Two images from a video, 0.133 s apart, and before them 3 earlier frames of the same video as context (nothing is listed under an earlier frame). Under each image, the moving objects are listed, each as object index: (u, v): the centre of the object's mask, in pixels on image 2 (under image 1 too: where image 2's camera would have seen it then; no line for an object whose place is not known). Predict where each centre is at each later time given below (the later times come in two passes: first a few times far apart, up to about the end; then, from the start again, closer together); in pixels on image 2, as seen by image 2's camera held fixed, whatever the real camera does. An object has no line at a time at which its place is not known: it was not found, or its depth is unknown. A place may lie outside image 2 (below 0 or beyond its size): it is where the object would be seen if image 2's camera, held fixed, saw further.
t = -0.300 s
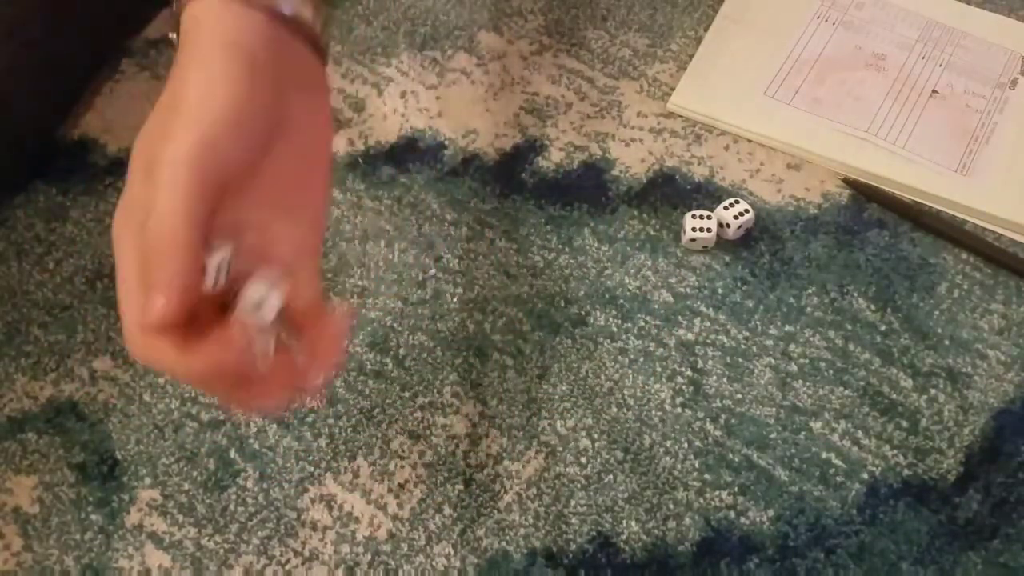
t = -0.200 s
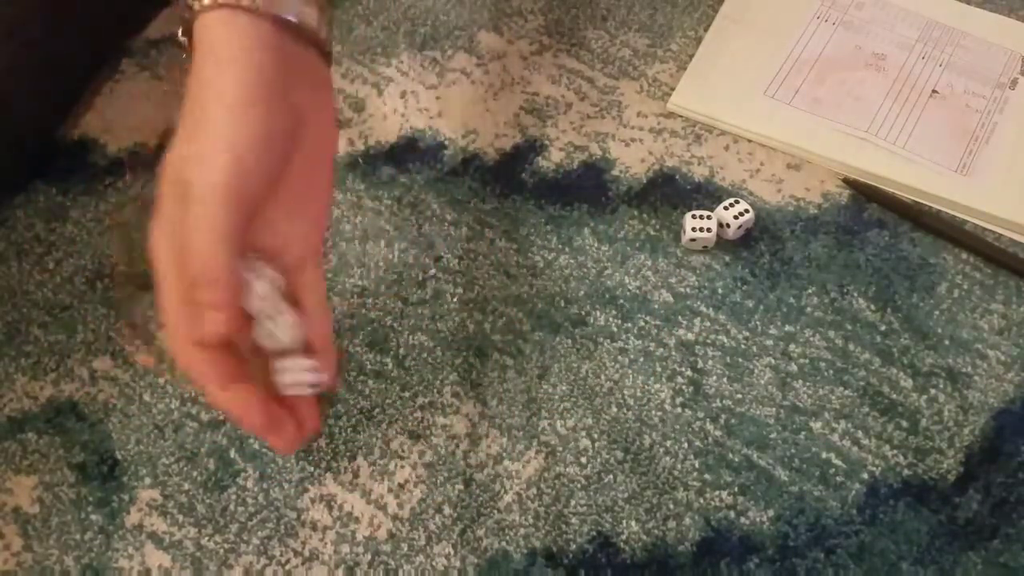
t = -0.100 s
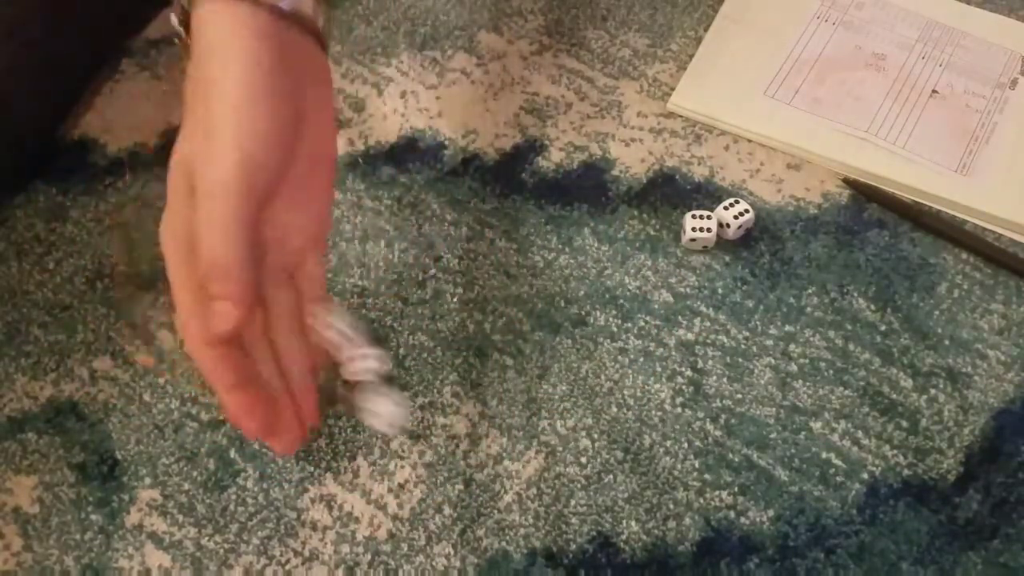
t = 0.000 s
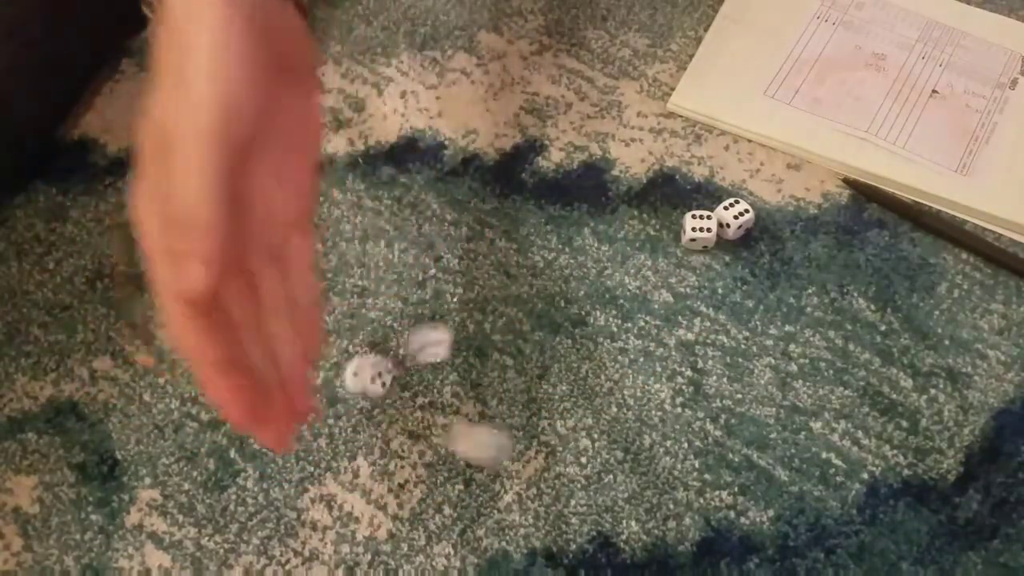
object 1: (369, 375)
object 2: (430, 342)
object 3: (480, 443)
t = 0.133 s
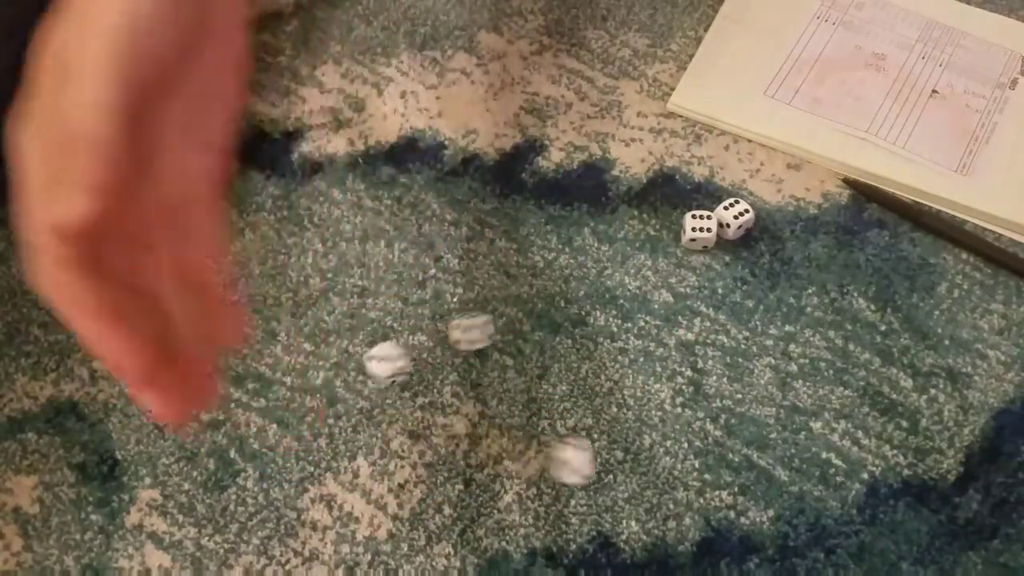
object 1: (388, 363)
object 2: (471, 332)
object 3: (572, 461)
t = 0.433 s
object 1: (401, 356)
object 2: (488, 317)
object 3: (596, 476)
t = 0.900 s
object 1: (401, 356)
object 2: (488, 317)
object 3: (596, 476)
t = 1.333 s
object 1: (401, 356)
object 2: (488, 317)
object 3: (596, 476)
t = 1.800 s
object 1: (401, 356)
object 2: (488, 317)
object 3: (596, 476)
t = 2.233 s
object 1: (401, 356)
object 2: (488, 317)
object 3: (596, 476)
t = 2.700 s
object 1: (401, 356)
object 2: (488, 317)
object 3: (596, 476)
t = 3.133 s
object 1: (401, 356)
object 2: (488, 316)
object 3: (596, 476)
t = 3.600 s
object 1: (401, 356)
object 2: (488, 317)
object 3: (596, 476)
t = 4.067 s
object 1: (401, 356)
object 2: (488, 317)
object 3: (596, 476)
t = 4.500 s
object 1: (401, 356)
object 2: (488, 317)
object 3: (596, 476)
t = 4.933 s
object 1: (401, 356)
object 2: (488, 317)
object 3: (596, 476)
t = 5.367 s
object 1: (401, 356)
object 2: (488, 317)
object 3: (596, 476)
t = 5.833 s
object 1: (401, 356)
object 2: (488, 316)
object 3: (596, 476)
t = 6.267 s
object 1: (401, 356)
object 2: (488, 316)
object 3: (596, 476)
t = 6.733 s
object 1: (401, 356)
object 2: (488, 316)
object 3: (596, 476)
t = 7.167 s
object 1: (401, 356)
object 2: (488, 316)
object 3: (596, 476)
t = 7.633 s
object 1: (401, 355)
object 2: (488, 316)
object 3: (596, 476)
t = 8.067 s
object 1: (401, 356)
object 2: (488, 317)
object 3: (596, 476)
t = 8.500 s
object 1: (401, 355)
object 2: (488, 317)
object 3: (596, 476)
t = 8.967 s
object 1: (401, 356)
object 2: (488, 317)
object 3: (596, 476)
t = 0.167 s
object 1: (396, 358)
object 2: (477, 330)
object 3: (587, 464)
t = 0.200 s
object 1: (400, 355)
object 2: (484, 328)
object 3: (595, 469)
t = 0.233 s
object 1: (401, 356)
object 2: (490, 322)
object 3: (603, 480)
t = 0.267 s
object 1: (401, 356)
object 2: (490, 318)
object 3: (602, 481)
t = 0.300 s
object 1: (401, 356)
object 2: (488, 316)
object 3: (599, 478)
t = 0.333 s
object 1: (401, 356)
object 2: (488, 317)
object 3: (595, 475)
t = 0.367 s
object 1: (401, 356)
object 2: (488, 317)
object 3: (596, 476)
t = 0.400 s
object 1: (401, 356)
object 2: (488, 317)
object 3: (596, 476)
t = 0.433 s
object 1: (401, 356)
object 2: (488, 317)
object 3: (596, 476)
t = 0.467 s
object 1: (401, 356)
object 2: (488, 317)
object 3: (596, 476)
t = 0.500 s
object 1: (401, 356)
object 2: (488, 317)
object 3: (596, 476)
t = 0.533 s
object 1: (401, 356)
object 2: (488, 317)
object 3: (596, 476)
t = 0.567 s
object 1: (401, 356)
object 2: (488, 317)
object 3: (596, 476)
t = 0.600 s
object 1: (401, 356)
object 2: (488, 317)
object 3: (596, 476)
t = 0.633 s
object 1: (401, 356)
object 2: (488, 317)
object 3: (596, 476)
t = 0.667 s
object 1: (401, 356)
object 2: (488, 317)
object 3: (596, 476)
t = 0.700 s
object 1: (401, 356)
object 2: (488, 317)
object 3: (596, 476)
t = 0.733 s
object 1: (401, 356)
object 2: (488, 317)
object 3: (596, 476)
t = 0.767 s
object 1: (401, 356)
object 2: (488, 317)
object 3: (596, 476)
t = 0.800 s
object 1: (401, 356)
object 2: (488, 317)
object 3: (596, 476)
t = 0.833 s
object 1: (401, 356)
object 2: (488, 317)
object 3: (596, 476)
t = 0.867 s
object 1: (401, 356)
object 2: (488, 317)
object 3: (596, 476)
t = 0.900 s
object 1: (401, 356)
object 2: (488, 317)
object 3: (596, 476)
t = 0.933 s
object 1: (401, 356)
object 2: (488, 317)
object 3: (596, 476)
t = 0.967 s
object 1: (401, 356)
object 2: (488, 317)
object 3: (596, 476)
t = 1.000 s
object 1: (401, 356)
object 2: (488, 317)
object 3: (596, 476)
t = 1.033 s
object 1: (401, 356)
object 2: (488, 317)
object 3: (596, 476)
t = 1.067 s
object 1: (401, 356)
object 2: (488, 317)
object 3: (596, 476)
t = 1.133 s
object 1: (401, 356)
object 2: (488, 317)
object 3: (596, 476)
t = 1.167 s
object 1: (401, 356)
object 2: (488, 317)
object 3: (596, 476)
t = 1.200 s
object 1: (401, 356)
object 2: (488, 317)
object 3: (596, 476)
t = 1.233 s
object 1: (401, 356)
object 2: (488, 317)
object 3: (596, 476)
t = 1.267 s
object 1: (401, 356)
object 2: (488, 317)
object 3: (596, 476)
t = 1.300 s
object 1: (401, 356)
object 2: (488, 317)
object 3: (596, 476)
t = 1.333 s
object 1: (401, 356)
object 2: (488, 317)
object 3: (596, 476)
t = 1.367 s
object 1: (401, 356)
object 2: (488, 317)
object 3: (596, 476)
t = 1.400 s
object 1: (401, 356)
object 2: (488, 317)
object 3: (596, 476)
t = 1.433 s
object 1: (401, 356)
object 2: (488, 317)
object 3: (596, 476)
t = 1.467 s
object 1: (401, 356)
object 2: (488, 317)
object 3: (596, 476)
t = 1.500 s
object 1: (401, 356)
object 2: (488, 317)
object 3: (596, 476)
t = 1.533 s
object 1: (401, 356)
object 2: (488, 317)
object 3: (596, 476)
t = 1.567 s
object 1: (401, 356)
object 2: (488, 317)
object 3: (596, 476)
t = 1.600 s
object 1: (401, 356)
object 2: (488, 317)
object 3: (596, 476)
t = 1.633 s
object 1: (401, 356)
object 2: (488, 317)
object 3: (596, 476)
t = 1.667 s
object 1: (401, 356)
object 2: (488, 317)
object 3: (596, 476)
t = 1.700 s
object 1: (401, 356)
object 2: (488, 317)
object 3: (596, 476)
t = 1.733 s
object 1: (401, 356)
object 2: (488, 317)
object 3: (596, 476)
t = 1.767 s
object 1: (401, 356)
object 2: (488, 317)
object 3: (596, 476)
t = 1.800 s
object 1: (401, 356)
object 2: (488, 317)
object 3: (596, 476)
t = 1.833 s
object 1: (401, 356)
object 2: (488, 317)
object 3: (596, 476)
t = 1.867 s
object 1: (401, 356)
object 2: (488, 317)
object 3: (596, 476)
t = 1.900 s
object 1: (401, 356)
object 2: (488, 317)
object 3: (596, 476)
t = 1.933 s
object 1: (401, 356)
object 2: (488, 317)
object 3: (596, 476)
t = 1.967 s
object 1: (401, 356)
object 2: (488, 317)
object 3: (596, 476)
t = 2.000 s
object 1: (401, 356)
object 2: (488, 317)
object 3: (596, 476)
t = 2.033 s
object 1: (401, 356)
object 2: (488, 317)
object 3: (596, 476)
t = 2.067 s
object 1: (401, 356)
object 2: (488, 317)
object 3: (596, 476)
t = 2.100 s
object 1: (401, 356)
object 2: (488, 317)
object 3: (596, 476)
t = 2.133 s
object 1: (401, 356)
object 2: (488, 317)
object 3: (596, 476)
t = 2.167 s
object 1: (401, 356)
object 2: (488, 317)
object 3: (596, 476)
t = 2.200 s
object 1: (401, 356)
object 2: (488, 317)
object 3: (596, 476)
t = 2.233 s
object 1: (401, 356)
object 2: (488, 317)
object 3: (596, 476)
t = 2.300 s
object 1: (401, 356)
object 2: (488, 317)
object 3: (596, 476)
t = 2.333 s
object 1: (401, 356)
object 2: (488, 317)
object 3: (596, 476)
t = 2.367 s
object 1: (401, 356)
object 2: (488, 317)
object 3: (596, 476)
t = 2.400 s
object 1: (401, 356)
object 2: (488, 317)
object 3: (596, 476)
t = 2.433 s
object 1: (401, 356)
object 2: (488, 317)
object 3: (596, 476)
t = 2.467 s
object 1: (401, 356)
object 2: (488, 317)
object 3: (596, 476)
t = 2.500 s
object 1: (401, 356)
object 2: (488, 317)
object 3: (596, 476)
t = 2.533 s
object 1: (401, 356)
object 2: (488, 317)
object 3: (596, 476)
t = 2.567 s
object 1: (401, 356)
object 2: (488, 317)
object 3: (596, 476)
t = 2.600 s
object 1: (401, 356)
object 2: (488, 317)
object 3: (596, 476)
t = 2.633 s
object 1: (401, 356)
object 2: (488, 317)
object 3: (596, 476)
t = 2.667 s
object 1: (401, 356)
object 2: (488, 317)
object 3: (596, 476)
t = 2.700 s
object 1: (401, 356)
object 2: (488, 317)
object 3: (596, 476)
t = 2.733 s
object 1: (401, 356)
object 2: (488, 317)
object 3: (596, 476)
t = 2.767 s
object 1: (401, 356)
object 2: (488, 317)
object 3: (596, 476)
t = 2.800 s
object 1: (401, 356)
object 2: (488, 317)
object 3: (596, 476)
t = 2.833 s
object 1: (401, 356)
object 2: (488, 317)
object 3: (596, 476)
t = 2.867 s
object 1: (401, 356)
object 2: (488, 317)
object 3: (596, 476)
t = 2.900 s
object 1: (401, 356)
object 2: (488, 317)
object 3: (596, 476)
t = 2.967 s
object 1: (401, 356)
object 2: (488, 316)
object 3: (596, 476)
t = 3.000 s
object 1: (401, 356)
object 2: (488, 316)
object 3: (596, 476)
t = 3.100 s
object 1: (401, 356)
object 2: (488, 317)
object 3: (596, 476)
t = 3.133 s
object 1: (401, 356)
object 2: (488, 316)
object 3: (596, 476)
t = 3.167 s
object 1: (401, 356)
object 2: (488, 317)
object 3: (596, 476)
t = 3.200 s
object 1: (401, 356)
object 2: (488, 317)
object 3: (596, 476)
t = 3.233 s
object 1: (401, 356)
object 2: (488, 316)
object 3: (596, 476)
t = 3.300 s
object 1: (401, 356)
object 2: (488, 317)
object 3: (596, 476)
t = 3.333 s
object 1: (401, 356)
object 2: (488, 317)
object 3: (596, 476)
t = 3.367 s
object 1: (401, 356)
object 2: (488, 316)
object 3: (596, 476)
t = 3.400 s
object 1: (401, 356)
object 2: (488, 317)
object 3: (596, 476)
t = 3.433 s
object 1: (401, 356)
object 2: (488, 317)
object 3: (596, 476)
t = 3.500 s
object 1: (401, 356)
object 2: (488, 317)
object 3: (596, 476)
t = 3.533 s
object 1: (401, 356)
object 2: (488, 317)
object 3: (596, 476)
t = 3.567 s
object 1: (401, 356)
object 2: (488, 317)
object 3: (596, 476)
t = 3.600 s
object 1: (401, 356)
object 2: (488, 317)
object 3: (596, 476)
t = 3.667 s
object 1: (401, 356)
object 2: (488, 317)
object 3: (596, 476)
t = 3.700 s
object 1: (401, 356)
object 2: (488, 317)
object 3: (596, 476)
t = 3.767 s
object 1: (401, 356)
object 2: (488, 317)
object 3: (596, 476)
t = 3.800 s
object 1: (401, 356)
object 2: (488, 317)
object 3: (596, 476)
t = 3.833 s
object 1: (401, 356)
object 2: (488, 317)
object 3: (596, 476)
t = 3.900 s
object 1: (401, 355)
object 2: (488, 317)
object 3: (596, 476)
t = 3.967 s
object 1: (401, 355)
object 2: (488, 317)
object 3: (596, 476)
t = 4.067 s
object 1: (401, 356)
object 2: (488, 317)
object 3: (596, 476)
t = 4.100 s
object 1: (401, 355)
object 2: (488, 317)
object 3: (596, 476)
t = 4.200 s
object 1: (401, 356)
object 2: (488, 317)
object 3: (596, 476)
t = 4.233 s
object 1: (401, 356)
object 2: (488, 317)
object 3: (596, 476)
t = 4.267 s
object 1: (401, 356)
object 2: (488, 317)
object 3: (596, 476)
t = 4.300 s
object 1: (401, 355)
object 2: (488, 317)
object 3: (596, 476)
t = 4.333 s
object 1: (401, 355)
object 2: (488, 317)
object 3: (596, 476)
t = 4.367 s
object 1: (401, 356)
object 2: (488, 317)
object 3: (596, 476)
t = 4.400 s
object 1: (401, 355)
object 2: (488, 317)
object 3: (596, 476)
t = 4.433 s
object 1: (401, 356)
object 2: (488, 317)
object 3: (596, 476)
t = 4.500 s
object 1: (401, 356)
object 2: (488, 317)
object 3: (596, 476)
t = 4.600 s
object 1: (401, 356)
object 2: (488, 317)
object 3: (596, 476)
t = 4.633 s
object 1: (401, 356)
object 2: (488, 317)
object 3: (596, 476)
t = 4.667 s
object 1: (401, 355)
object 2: (488, 317)
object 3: (596, 476)
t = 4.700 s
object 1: (401, 356)
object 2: (488, 317)
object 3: (596, 476)
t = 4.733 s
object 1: (401, 356)
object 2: (488, 317)
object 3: (596, 476)
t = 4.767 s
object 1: (401, 356)
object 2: (488, 317)
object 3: (596, 476)
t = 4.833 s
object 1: (401, 356)
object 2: (488, 317)
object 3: (596, 476)
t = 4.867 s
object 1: (401, 356)
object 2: (488, 317)
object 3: (596, 476)
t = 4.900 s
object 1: (401, 356)
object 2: (488, 316)
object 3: (596, 476)
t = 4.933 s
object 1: (401, 356)
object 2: (488, 317)
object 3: (596, 476)
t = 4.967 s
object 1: (401, 356)
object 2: (488, 317)
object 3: (596, 476)
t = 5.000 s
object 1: (401, 356)
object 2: (488, 317)
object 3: (596, 476)
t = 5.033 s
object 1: (401, 356)
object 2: (488, 317)
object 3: (596, 476)
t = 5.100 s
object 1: (401, 356)
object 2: (488, 317)
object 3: (596, 476)
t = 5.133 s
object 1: (401, 356)
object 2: (488, 316)
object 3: (596, 476)
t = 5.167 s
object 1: (401, 356)
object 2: (488, 316)
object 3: (596, 476)
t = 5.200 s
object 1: (401, 356)
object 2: (488, 317)
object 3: (596, 476)
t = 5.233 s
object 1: (401, 356)
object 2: (488, 317)
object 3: (596, 476)
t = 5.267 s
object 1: (401, 356)
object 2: (488, 317)
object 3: (596, 476)
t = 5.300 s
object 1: (401, 356)
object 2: (488, 317)
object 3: (596, 476)
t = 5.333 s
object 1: (401, 356)
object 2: (488, 317)
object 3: (596, 476)
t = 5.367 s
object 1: (401, 356)
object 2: (488, 317)
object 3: (596, 476)
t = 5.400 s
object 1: (401, 356)
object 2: (488, 317)
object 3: (596, 476)
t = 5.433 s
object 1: (401, 356)
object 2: (488, 317)
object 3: (596, 476)
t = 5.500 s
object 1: (401, 356)
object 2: (488, 317)
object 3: (596, 476)
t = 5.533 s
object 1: (401, 356)
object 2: (488, 317)
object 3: (596, 476)
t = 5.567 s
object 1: (401, 356)
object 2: (488, 316)
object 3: (596, 476)
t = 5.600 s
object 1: (401, 356)
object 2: (488, 316)
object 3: (596, 476)
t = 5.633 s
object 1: (401, 356)
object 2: (488, 317)
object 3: (596, 476)
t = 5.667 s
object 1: (401, 356)
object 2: (488, 317)
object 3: (596, 476)
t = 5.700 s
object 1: (401, 356)
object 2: (488, 316)
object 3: (596, 476)
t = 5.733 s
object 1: (401, 356)
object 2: (488, 317)
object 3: (596, 476)
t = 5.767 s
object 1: (401, 356)
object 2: (488, 316)
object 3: (596, 476)
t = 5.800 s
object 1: (401, 356)
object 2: (488, 316)
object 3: (596, 476)
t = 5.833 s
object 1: (401, 356)
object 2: (488, 316)
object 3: (596, 476)
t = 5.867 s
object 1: (401, 356)
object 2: (488, 316)
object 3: (596, 476)
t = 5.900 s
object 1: (401, 356)
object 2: (488, 316)
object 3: (596, 476)
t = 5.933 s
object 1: (401, 356)
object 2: (488, 317)
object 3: (596, 476)
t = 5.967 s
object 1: (401, 356)
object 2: (488, 316)
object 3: (596, 476)
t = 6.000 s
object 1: (401, 356)
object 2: (488, 316)
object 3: (596, 476)
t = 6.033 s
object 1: (401, 356)
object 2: (488, 316)
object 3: (596, 476)
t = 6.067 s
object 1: (401, 356)
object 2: (488, 317)
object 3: (596, 476)
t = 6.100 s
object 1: (401, 356)
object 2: (488, 316)
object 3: (596, 476)
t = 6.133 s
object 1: (401, 356)
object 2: (488, 316)
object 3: (596, 476)
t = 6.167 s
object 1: (401, 356)
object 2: (488, 316)
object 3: (596, 476)
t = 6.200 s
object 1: (401, 356)
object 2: (488, 316)
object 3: (596, 476)
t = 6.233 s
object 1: (401, 356)
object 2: (488, 316)
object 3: (596, 476)
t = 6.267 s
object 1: (401, 356)
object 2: (488, 316)
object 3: (596, 476)
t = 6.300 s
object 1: (401, 356)
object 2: (488, 316)
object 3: (596, 476)
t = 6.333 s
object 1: (401, 356)
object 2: (488, 316)
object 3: (596, 476)
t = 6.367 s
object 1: (401, 356)
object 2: (488, 316)
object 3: (596, 476)
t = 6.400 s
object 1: (401, 356)
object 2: (488, 316)
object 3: (596, 476)
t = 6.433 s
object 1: (401, 356)
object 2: (488, 316)
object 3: (596, 476)
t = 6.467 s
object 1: (401, 356)
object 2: (488, 316)
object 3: (596, 476)
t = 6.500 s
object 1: (401, 356)
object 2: (488, 316)
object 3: (596, 476)
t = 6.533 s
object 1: (401, 356)
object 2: (488, 316)
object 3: (596, 476)
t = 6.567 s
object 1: (401, 356)
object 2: (488, 316)
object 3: (596, 476)
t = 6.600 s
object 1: (401, 356)
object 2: (488, 316)
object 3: (596, 476)
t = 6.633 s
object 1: (401, 356)
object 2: (488, 316)
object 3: (596, 476)
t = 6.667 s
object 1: (401, 356)
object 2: (488, 316)
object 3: (596, 476)
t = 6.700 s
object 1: (401, 356)
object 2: (488, 316)
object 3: (596, 476)
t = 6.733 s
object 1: (401, 356)
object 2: (488, 316)
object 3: (596, 476)
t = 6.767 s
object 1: (401, 356)
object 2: (488, 316)
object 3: (596, 476)
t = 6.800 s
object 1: (401, 356)
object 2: (488, 316)
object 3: (596, 476)
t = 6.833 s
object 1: (401, 356)
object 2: (488, 316)
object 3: (596, 476)
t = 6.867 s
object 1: (401, 356)
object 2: (488, 316)
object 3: (596, 476)
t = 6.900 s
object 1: (401, 356)
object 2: (488, 316)
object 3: (596, 476)
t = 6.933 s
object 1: (401, 356)
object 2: (488, 316)
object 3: (596, 476)
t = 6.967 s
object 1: (401, 356)
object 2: (488, 316)
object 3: (596, 476)
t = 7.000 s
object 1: (401, 356)
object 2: (488, 316)
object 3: (596, 476)
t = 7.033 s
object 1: (401, 356)
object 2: (488, 316)
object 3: (596, 476)
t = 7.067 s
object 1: (401, 356)
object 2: (488, 316)
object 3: (596, 476)
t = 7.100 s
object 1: (401, 356)
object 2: (488, 317)
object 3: (596, 476)
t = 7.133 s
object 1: (401, 356)
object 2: (488, 317)
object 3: (596, 476)
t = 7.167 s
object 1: (401, 356)
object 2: (488, 316)
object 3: (596, 476)
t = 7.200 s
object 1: (401, 356)
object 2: (488, 316)
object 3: (596, 476)
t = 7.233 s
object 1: (401, 356)
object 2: (488, 316)
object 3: (596, 476)
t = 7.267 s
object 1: (401, 356)
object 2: (488, 316)
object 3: (596, 476)
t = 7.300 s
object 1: (401, 356)
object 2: (488, 316)
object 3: (596, 476)
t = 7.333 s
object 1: (401, 356)
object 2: (488, 316)
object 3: (596, 476)
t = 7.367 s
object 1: (401, 356)
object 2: (488, 316)
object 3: (596, 476)
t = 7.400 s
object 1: (401, 356)
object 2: (488, 316)
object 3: (596, 476)
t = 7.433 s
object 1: (401, 356)
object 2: (488, 316)
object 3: (596, 476)
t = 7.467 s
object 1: (401, 356)
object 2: (488, 316)
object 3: (596, 476)
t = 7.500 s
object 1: (401, 356)
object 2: (488, 316)
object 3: (596, 476)
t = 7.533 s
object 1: (401, 356)
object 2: (488, 316)
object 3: (596, 476)
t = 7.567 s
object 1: (401, 355)
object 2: (488, 316)
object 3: (596, 476)
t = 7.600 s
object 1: (401, 356)
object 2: (488, 317)
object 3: (596, 476)
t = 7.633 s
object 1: (401, 355)
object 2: (488, 316)
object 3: (596, 476)
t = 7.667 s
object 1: (401, 356)
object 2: (488, 317)
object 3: (596, 476)
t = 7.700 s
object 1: (401, 356)
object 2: (488, 317)
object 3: (596, 476)
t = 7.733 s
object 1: (401, 356)
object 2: (488, 317)
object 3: (596, 476)
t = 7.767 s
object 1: (401, 356)
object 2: (488, 316)
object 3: (596, 476)
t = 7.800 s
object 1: (401, 356)
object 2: (488, 317)
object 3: (596, 476)
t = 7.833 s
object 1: (401, 356)
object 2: (488, 316)
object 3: (596, 476)
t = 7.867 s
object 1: (401, 356)
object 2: (488, 317)
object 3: (596, 476)
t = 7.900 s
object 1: (401, 356)
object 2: (488, 316)
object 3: (596, 476)
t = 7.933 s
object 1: (401, 356)
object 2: (488, 317)
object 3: (596, 476)
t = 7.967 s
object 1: (401, 355)
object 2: (488, 316)
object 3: (596, 476)
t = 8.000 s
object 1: (401, 356)
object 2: (488, 316)
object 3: (596, 476)
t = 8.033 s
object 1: (401, 355)
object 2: (488, 316)
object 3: (596, 476)
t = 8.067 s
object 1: (401, 356)
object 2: (488, 317)
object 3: (596, 476)
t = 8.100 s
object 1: (401, 355)
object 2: (488, 316)
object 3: (596, 476)
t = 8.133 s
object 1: (401, 356)
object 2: (488, 317)
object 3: (596, 476)
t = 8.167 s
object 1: (401, 355)
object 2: (488, 317)
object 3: (596, 476)
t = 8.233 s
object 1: (401, 356)
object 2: (488, 317)
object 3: (596, 476)
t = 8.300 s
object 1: (401, 356)
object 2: (488, 317)
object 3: (596, 476)
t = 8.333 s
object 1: (401, 356)
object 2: (488, 317)
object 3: (596, 476)
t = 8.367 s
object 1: (401, 356)
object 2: (488, 317)
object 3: (596, 476)
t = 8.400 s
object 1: (401, 356)
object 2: (488, 317)
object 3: (596, 476)
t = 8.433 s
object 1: (401, 356)
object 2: (488, 317)
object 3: (596, 476)
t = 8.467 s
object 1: (401, 356)
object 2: (488, 317)
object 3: (596, 476)
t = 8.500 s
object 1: (401, 355)
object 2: (488, 317)
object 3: (596, 476)
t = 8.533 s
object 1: (401, 356)
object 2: (488, 317)
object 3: (596, 476)
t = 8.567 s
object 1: (401, 356)
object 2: (488, 317)
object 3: (596, 476)
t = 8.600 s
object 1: (401, 356)
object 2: (488, 317)
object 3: (596, 476)
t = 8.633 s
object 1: (401, 356)
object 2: (488, 317)
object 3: (596, 476)
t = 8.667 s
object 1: (401, 356)
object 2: (488, 317)
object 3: (596, 476)
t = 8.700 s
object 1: (401, 356)
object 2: (488, 317)
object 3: (596, 476)
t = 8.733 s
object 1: (401, 356)
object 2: (488, 317)
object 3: (596, 476)
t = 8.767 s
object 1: (401, 356)
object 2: (488, 317)
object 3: (596, 476)
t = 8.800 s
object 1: (401, 356)
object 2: (488, 317)
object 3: (596, 476)
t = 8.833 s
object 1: (401, 356)
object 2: (488, 317)
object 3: (596, 476)
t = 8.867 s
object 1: (401, 356)
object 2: (488, 317)
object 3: (596, 476)
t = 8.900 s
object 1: (401, 356)
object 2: (488, 317)
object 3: (596, 476)
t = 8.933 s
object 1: (401, 356)
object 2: (488, 316)
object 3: (596, 476)
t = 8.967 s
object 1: (401, 356)
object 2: (488, 317)
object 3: (596, 476)
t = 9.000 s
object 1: (401, 356)
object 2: (488, 317)
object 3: (595, 476)
